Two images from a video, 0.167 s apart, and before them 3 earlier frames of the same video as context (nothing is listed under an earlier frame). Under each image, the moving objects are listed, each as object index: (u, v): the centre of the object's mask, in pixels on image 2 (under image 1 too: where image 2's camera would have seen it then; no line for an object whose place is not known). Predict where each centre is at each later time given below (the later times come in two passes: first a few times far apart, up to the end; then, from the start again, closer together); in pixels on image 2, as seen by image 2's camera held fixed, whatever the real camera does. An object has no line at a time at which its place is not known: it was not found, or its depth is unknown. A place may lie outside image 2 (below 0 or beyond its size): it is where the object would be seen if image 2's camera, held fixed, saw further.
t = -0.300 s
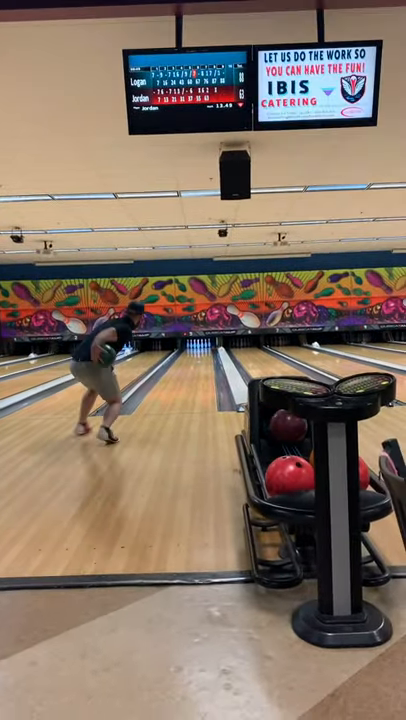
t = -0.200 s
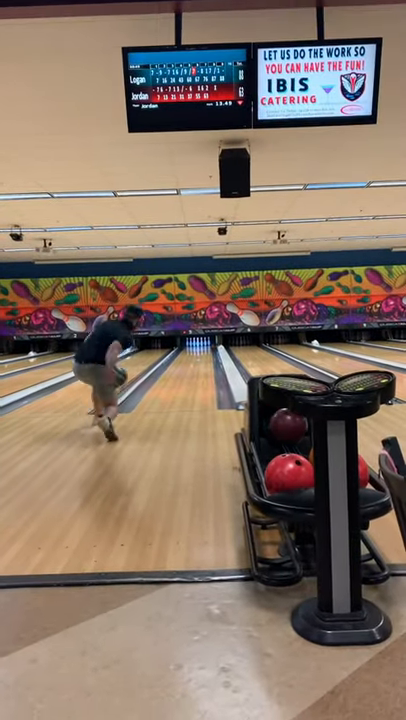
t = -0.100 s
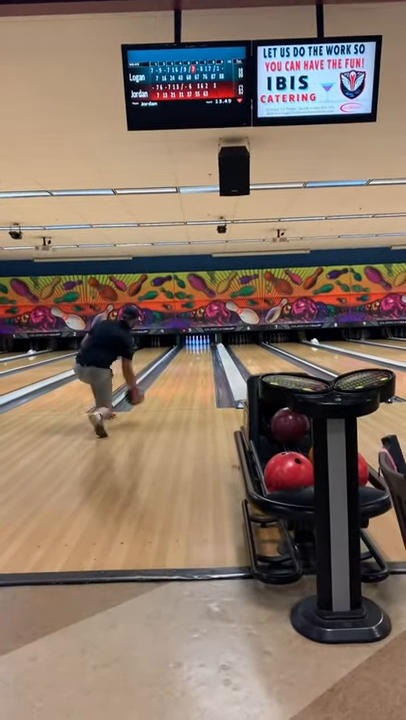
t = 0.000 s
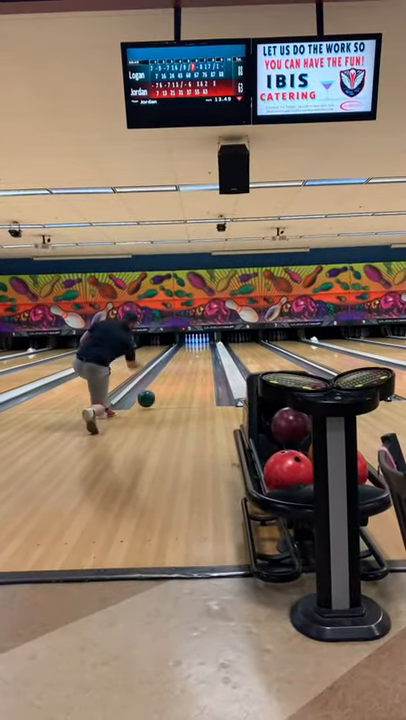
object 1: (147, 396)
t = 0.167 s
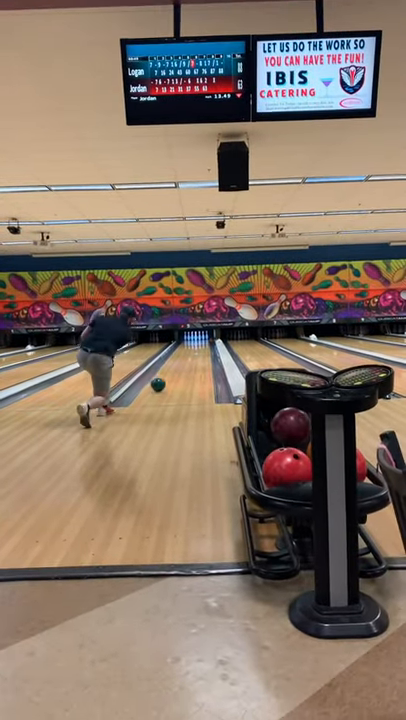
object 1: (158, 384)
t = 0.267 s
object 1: (164, 378)
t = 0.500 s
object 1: (174, 367)
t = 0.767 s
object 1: (182, 358)
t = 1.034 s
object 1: (187, 353)
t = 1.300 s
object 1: (191, 348)
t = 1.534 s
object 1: (193, 345)
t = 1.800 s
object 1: (195, 341)
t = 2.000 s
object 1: (195, 341)
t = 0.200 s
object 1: (160, 382)
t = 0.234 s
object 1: (162, 380)
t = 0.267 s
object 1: (164, 378)
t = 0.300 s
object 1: (166, 376)
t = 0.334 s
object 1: (167, 375)
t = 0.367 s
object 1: (169, 373)
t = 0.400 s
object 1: (170, 371)
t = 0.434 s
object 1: (171, 370)
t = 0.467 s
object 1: (173, 368)
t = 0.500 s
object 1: (174, 367)
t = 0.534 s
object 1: (175, 365)
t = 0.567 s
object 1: (176, 365)
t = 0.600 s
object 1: (177, 363)
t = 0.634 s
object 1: (178, 362)
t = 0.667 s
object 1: (179, 361)
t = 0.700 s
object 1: (180, 360)
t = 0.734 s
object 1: (181, 359)
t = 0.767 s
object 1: (182, 358)
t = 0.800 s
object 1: (182, 357)
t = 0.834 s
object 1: (183, 357)
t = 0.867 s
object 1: (184, 356)
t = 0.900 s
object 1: (184, 355)
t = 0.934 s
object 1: (185, 354)
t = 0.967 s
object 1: (186, 354)
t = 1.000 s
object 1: (186, 353)
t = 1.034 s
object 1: (187, 353)
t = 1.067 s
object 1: (187, 352)
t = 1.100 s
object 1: (188, 351)
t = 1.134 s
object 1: (188, 350)
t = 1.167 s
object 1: (189, 350)
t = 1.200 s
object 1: (189, 349)
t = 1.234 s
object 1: (190, 349)
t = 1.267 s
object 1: (190, 349)
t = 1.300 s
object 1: (191, 348)
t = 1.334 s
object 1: (191, 348)
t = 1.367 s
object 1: (191, 347)
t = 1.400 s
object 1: (192, 346)
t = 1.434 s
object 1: (192, 346)
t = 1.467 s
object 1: (193, 345)
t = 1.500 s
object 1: (193, 345)
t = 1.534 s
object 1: (193, 345)
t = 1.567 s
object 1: (194, 344)
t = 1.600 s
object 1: (194, 344)
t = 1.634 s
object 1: (194, 343)
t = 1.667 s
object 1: (194, 343)
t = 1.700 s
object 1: (194, 342)
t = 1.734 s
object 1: (195, 342)
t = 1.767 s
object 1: (195, 342)
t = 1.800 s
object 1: (195, 341)
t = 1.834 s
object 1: (195, 341)
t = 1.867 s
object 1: (195, 341)
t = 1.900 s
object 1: (195, 341)
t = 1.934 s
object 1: (195, 341)
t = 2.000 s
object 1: (195, 341)
